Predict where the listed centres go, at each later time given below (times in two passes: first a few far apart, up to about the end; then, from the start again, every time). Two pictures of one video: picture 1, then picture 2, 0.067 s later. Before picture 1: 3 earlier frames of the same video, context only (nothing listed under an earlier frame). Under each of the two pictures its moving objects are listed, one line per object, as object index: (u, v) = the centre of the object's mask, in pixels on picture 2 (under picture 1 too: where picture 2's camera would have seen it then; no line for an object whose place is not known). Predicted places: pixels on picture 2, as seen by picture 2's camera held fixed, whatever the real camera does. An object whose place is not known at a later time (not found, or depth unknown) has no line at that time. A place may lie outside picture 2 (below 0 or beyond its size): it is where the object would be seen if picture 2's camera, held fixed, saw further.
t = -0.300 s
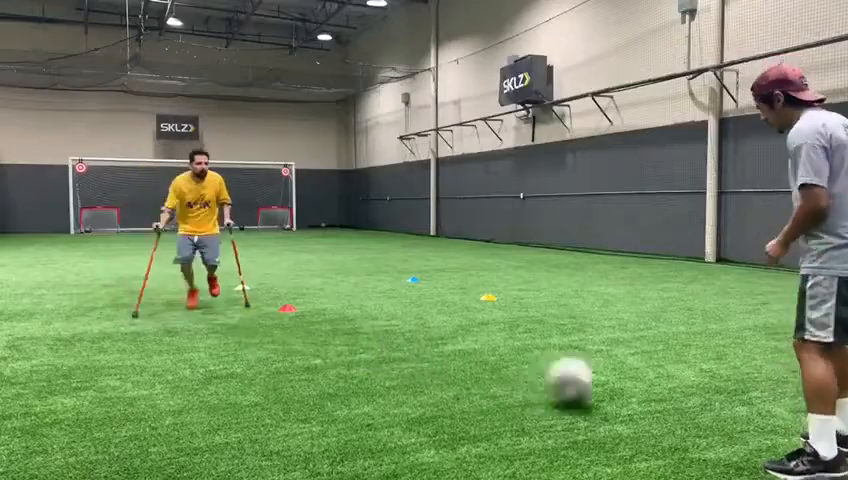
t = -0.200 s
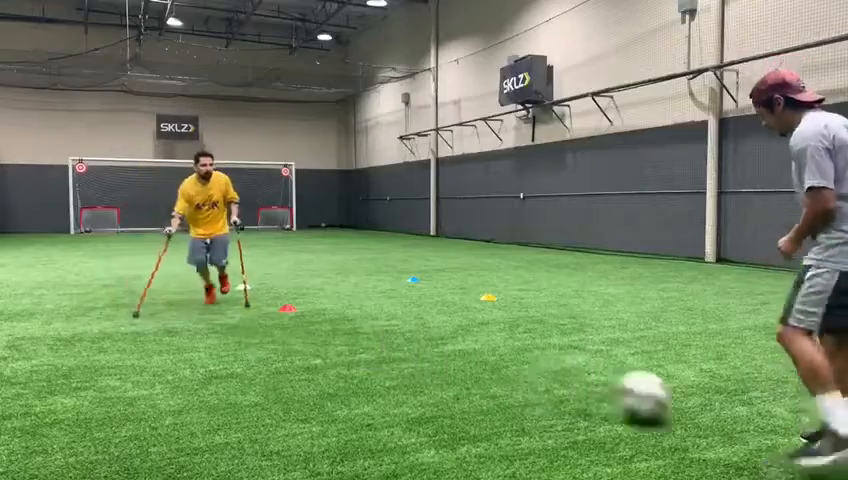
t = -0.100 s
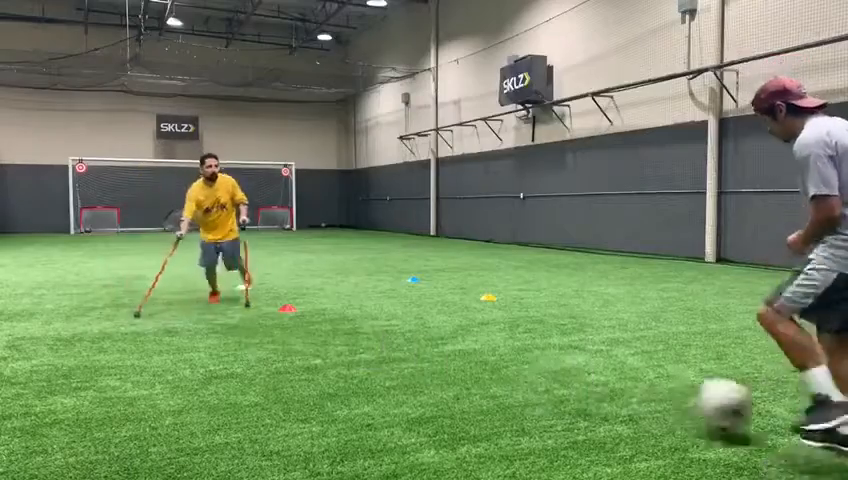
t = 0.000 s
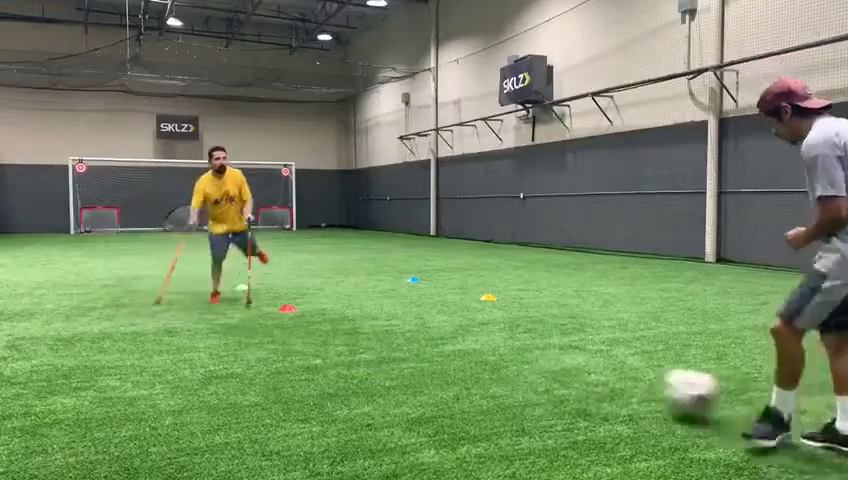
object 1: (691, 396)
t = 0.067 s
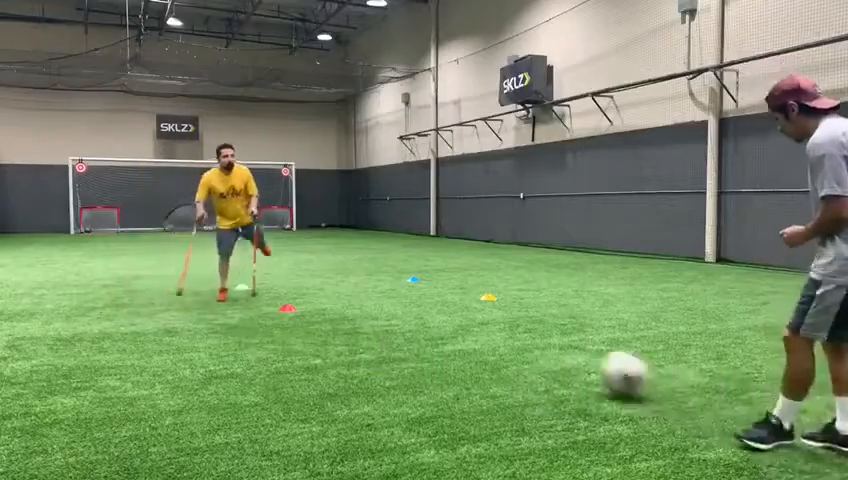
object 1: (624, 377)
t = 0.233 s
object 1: (522, 347)
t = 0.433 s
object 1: (457, 325)
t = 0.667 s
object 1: (414, 311)
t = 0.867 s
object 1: (385, 299)
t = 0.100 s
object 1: (599, 364)
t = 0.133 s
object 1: (578, 357)
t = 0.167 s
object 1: (557, 351)
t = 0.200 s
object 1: (539, 350)
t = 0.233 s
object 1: (522, 347)
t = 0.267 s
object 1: (509, 341)
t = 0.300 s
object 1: (496, 336)
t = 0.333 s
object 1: (486, 328)
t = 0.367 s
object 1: (476, 326)
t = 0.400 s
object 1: (465, 325)
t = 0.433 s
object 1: (457, 325)
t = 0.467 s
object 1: (450, 321)
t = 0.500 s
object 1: (445, 317)
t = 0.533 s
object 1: (437, 312)
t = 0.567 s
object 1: (431, 310)
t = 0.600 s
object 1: (426, 309)
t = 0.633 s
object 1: (420, 311)
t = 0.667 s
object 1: (414, 311)
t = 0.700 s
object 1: (410, 308)
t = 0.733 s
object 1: (405, 305)
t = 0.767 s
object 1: (400, 303)
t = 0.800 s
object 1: (395, 303)
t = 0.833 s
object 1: (389, 302)
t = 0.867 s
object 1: (385, 299)
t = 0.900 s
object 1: (382, 297)
